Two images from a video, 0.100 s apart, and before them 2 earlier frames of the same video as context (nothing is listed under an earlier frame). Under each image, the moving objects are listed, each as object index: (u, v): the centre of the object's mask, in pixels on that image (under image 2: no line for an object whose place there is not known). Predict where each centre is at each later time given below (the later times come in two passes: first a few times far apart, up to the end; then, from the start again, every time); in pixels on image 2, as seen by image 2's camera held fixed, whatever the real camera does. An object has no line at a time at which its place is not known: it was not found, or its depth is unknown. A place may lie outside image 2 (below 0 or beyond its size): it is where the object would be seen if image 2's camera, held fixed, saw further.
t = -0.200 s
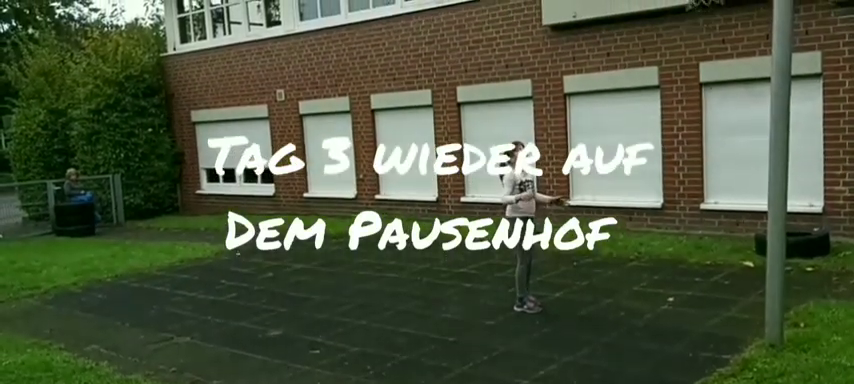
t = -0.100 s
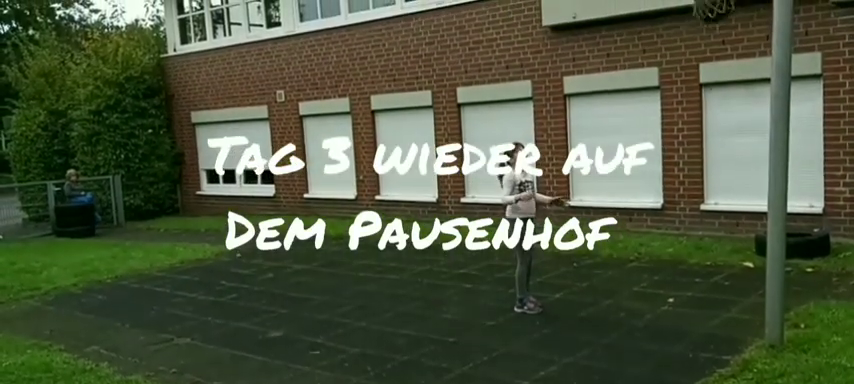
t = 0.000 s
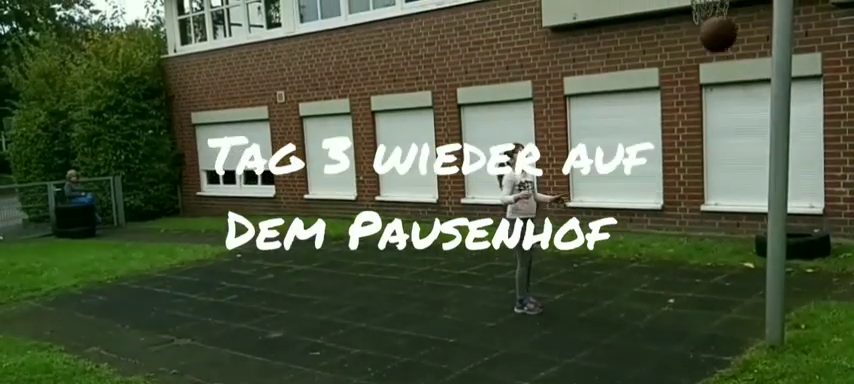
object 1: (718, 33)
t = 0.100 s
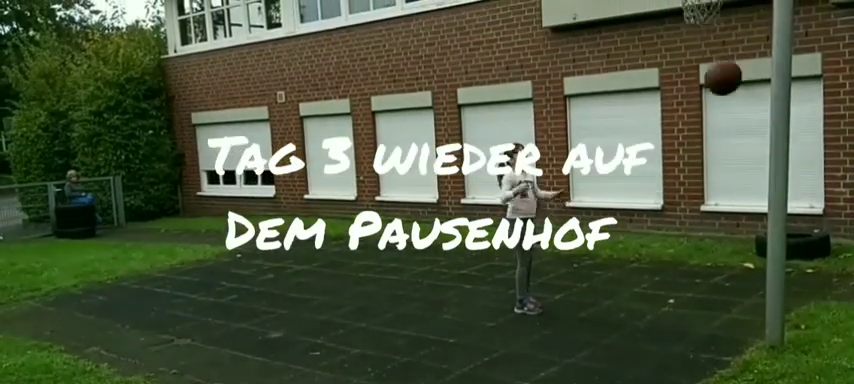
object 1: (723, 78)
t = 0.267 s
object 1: (732, 181)
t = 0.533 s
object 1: (738, 280)
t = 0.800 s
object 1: (727, 184)
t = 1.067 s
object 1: (718, 189)
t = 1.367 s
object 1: (709, 334)
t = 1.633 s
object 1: (667, 297)
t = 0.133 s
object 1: (725, 94)
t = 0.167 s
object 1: (726, 114)
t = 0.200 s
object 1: (728, 135)
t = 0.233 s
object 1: (730, 157)
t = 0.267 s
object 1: (732, 181)
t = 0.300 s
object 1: (734, 207)
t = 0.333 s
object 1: (738, 237)
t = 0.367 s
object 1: (738, 263)
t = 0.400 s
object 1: (739, 293)
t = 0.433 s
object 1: (741, 326)
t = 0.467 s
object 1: (742, 317)
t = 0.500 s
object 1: (740, 298)
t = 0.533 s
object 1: (738, 280)
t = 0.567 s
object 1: (738, 263)
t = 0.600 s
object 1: (736, 248)
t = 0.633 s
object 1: (735, 234)
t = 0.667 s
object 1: (733, 221)
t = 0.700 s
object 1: (731, 209)
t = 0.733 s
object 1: (730, 200)
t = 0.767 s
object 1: (728, 191)
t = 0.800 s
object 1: (727, 184)
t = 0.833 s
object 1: (726, 179)
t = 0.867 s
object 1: (724, 175)
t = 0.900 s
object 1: (723, 173)
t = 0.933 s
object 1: (722, 173)
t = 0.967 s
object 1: (721, 174)
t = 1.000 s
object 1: (720, 178)
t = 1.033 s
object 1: (719, 182)
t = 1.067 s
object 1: (718, 189)
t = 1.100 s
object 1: (717, 198)
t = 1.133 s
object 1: (715, 208)
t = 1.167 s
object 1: (715, 220)
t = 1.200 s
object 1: (713, 234)
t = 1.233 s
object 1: (712, 251)
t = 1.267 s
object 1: (712, 268)
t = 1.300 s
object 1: (711, 288)
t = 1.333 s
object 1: (710, 310)
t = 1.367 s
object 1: (709, 334)
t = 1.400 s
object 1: (709, 361)
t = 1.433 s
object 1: (704, 361)
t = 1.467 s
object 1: (698, 345)
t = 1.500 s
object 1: (693, 332)
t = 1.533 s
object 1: (686, 321)
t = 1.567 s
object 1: (680, 311)
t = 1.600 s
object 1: (674, 303)
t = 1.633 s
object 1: (667, 297)
